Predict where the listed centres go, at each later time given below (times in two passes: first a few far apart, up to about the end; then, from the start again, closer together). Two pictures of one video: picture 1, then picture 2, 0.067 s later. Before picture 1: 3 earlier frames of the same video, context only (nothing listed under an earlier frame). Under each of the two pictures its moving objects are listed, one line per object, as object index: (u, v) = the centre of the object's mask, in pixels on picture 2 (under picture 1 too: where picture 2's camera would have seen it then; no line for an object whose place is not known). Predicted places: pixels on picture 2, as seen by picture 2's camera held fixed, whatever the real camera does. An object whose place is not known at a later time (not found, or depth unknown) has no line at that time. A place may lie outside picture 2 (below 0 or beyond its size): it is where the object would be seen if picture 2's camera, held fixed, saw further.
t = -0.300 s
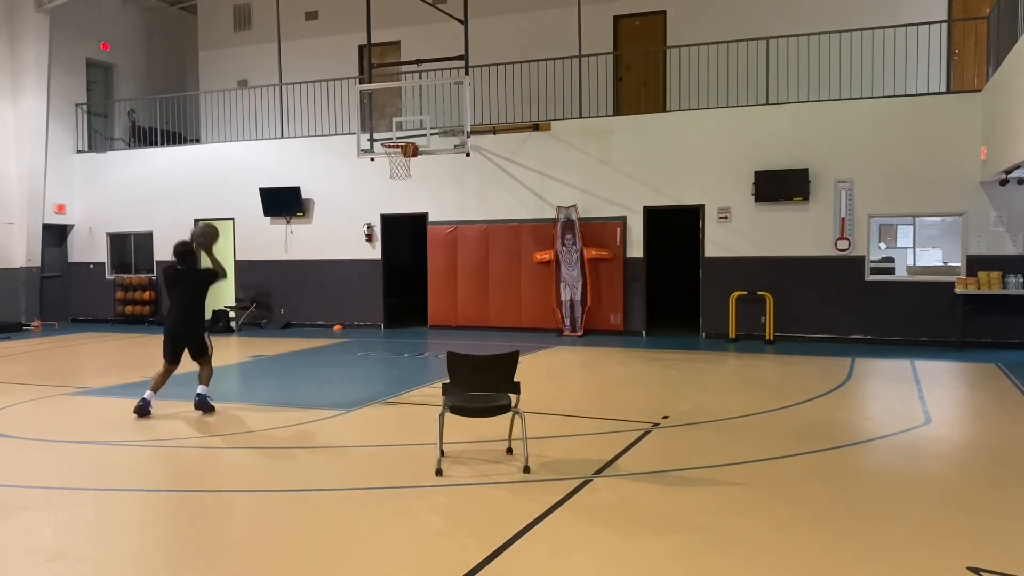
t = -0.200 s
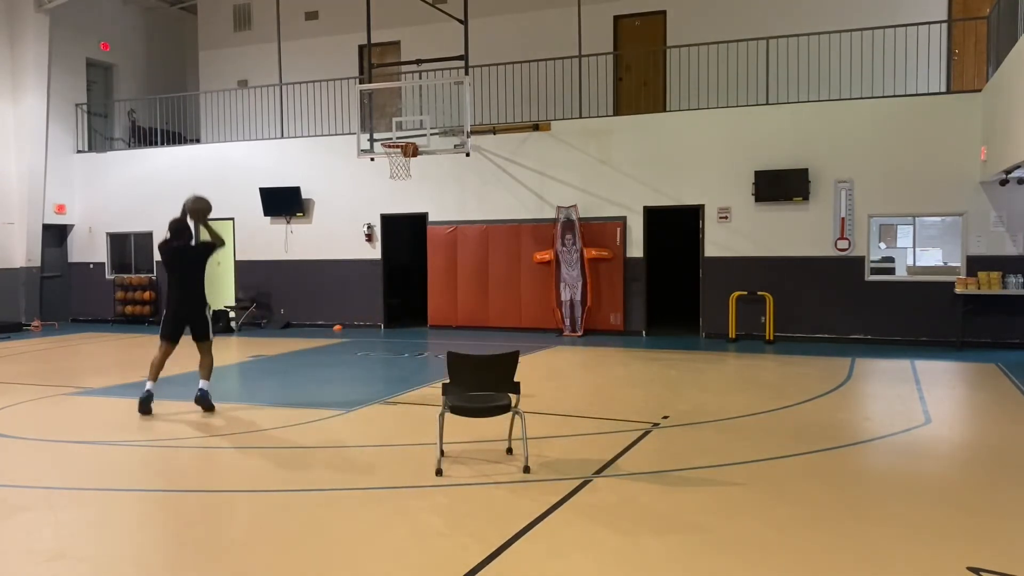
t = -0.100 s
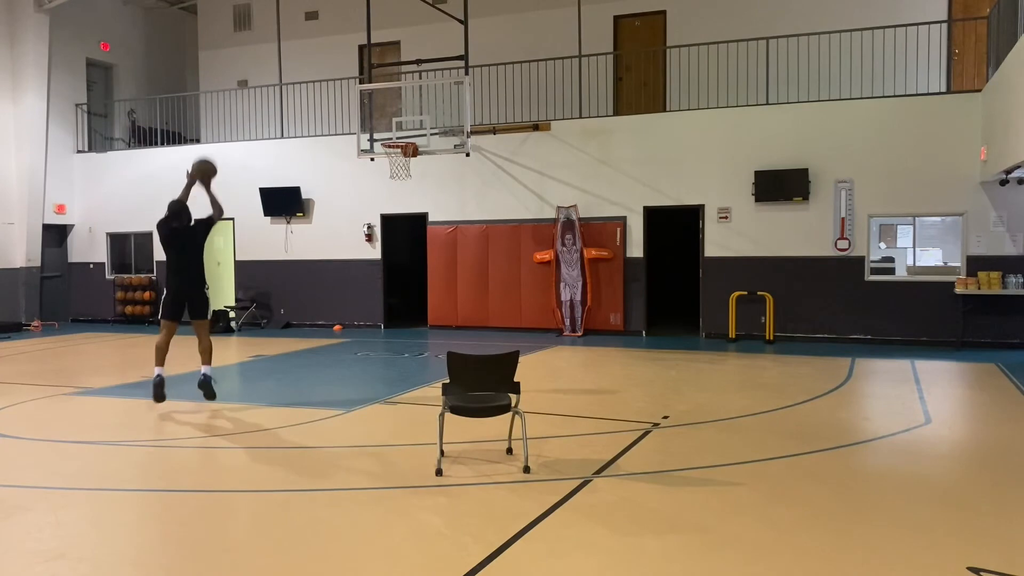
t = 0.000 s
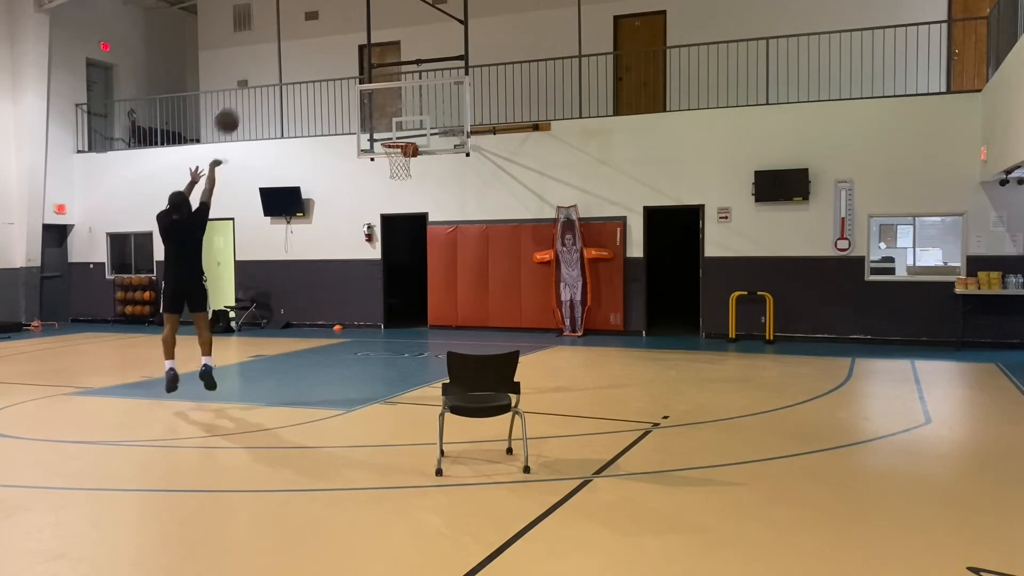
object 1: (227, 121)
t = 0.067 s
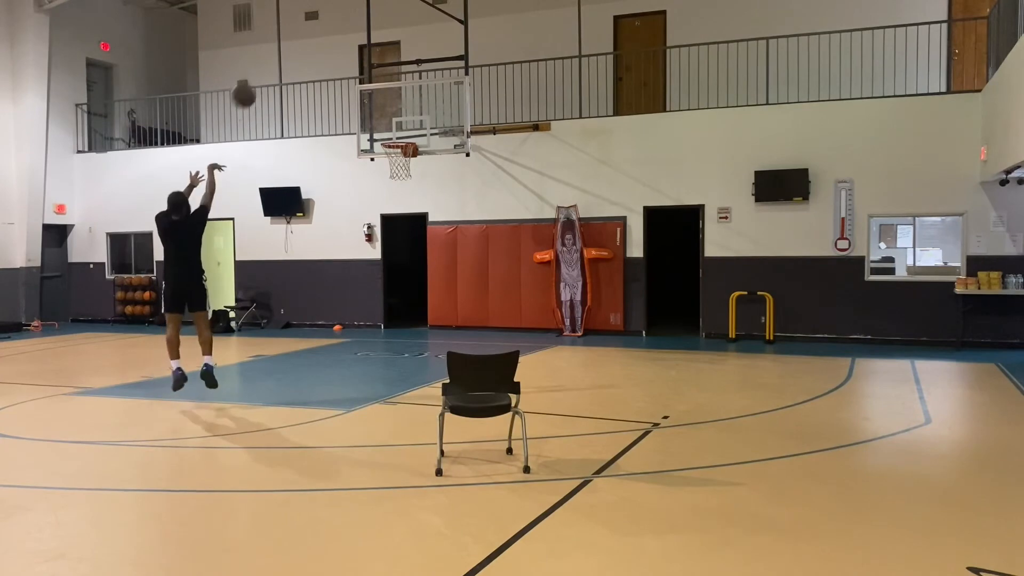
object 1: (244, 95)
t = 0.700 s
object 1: (363, 82)
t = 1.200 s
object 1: (410, 221)
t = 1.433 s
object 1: (420, 318)
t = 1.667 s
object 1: (422, 287)
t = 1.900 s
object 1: (420, 242)
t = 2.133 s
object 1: (419, 233)
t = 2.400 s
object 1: (418, 271)
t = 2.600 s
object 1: (418, 333)
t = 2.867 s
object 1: (417, 304)
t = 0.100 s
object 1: (251, 85)
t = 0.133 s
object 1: (259, 76)
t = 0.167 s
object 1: (267, 68)
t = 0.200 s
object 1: (275, 62)
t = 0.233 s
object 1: (282, 56)
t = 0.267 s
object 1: (289, 52)
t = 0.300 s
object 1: (296, 49)
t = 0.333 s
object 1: (302, 47)
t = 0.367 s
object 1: (309, 45)
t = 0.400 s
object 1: (315, 45)
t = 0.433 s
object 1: (321, 46)
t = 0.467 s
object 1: (327, 48)
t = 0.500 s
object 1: (332, 50)
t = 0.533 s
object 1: (338, 54)
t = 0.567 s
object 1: (343, 58)
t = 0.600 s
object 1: (349, 63)
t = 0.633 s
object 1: (354, 69)
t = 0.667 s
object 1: (358, 75)
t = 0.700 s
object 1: (363, 82)
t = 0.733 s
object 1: (370, 90)
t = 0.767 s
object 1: (374, 98)
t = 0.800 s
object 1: (380, 106)
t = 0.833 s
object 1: (383, 115)
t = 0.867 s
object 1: (387, 124)
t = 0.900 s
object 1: (392, 135)
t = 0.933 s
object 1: (396, 146)
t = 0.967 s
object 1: (397, 156)
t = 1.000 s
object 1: (400, 165)
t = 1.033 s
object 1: (402, 172)
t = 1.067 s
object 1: (404, 181)
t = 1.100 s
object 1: (405, 189)
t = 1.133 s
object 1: (407, 199)
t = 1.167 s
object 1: (409, 211)
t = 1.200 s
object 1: (410, 221)
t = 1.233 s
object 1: (411, 233)
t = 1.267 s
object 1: (413, 246)
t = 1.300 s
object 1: (415, 259)
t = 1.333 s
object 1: (416, 273)
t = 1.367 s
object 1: (418, 288)
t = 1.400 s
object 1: (419, 303)
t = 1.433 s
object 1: (420, 318)
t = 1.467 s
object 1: (422, 334)
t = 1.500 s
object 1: (424, 339)
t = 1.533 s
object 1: (423, 327)
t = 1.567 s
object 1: (422, 317)
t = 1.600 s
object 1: (422, 306)
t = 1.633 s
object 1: (422, 296)
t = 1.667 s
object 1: (422, 287)
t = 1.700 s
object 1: (421, 278)
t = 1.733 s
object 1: (421, 270)
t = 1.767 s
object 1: (421, 263)
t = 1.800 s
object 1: (421, 257)
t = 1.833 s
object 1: (421, 251)
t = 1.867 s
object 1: (420, 246)
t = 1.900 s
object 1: (420, 242)
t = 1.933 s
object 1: (420, 238)
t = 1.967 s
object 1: (420, 235)
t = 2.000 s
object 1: (420, 233)
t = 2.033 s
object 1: (420, 232)
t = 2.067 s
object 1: (419, 232)
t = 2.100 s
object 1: (419, 232)
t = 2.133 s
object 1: (419, 233)
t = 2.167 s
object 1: (419, 235)
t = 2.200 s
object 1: (419, 237)
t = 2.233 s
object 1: (419, 241)
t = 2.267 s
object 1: (418, 245)
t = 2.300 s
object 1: (418, 250)
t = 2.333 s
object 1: (418, 256)
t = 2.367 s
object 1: (418, 263)
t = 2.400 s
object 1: (418, 271)
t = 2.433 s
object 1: (418, 279)
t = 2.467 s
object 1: (418, 288)
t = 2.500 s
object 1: (418, 299)
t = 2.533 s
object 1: (418, 310)
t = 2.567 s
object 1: (418, 320)
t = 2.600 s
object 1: (418, 333)
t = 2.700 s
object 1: (417, 343)
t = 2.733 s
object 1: (418, 333)
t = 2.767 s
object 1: (417, 324)
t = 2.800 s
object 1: (417, 317)
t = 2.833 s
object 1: (417, 310)
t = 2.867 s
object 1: (417, 304)
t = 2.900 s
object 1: (417, 299)
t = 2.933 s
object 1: (417, 294)
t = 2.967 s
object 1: (417, 291)
